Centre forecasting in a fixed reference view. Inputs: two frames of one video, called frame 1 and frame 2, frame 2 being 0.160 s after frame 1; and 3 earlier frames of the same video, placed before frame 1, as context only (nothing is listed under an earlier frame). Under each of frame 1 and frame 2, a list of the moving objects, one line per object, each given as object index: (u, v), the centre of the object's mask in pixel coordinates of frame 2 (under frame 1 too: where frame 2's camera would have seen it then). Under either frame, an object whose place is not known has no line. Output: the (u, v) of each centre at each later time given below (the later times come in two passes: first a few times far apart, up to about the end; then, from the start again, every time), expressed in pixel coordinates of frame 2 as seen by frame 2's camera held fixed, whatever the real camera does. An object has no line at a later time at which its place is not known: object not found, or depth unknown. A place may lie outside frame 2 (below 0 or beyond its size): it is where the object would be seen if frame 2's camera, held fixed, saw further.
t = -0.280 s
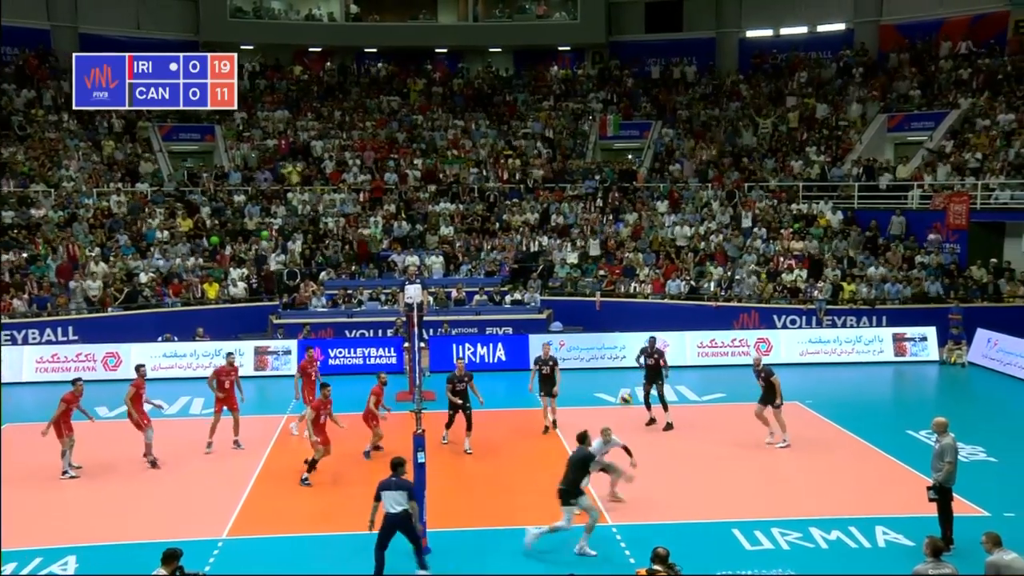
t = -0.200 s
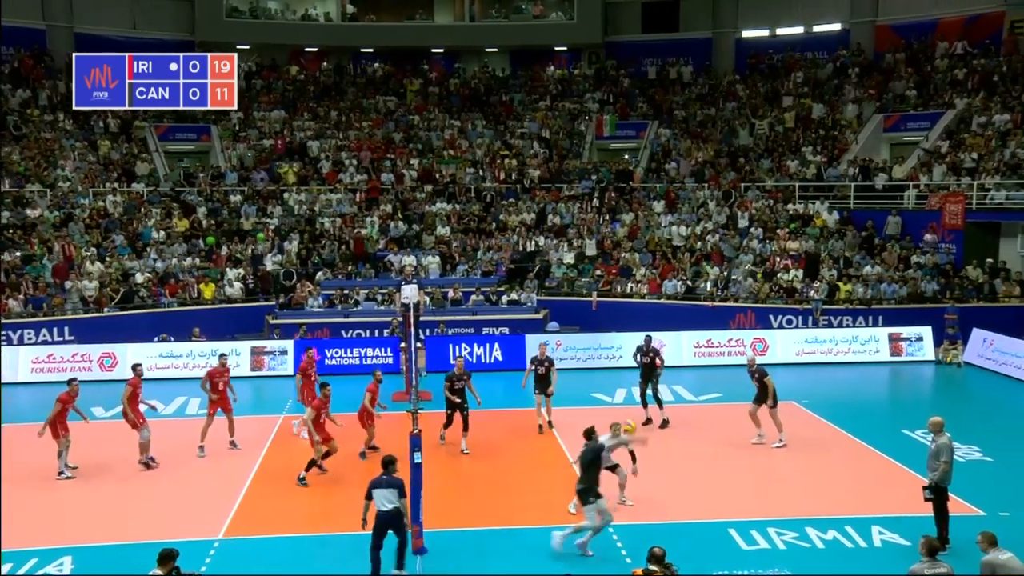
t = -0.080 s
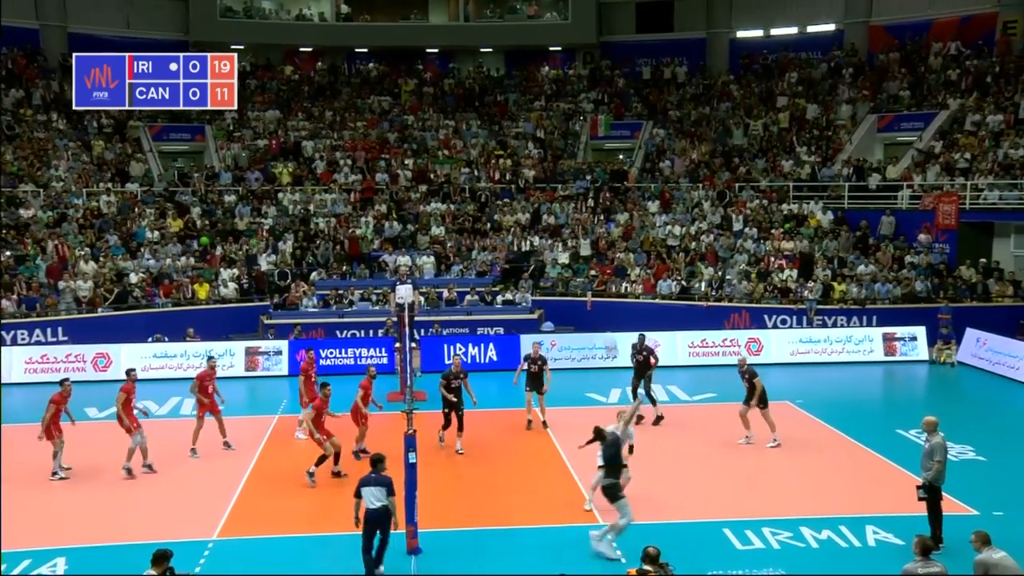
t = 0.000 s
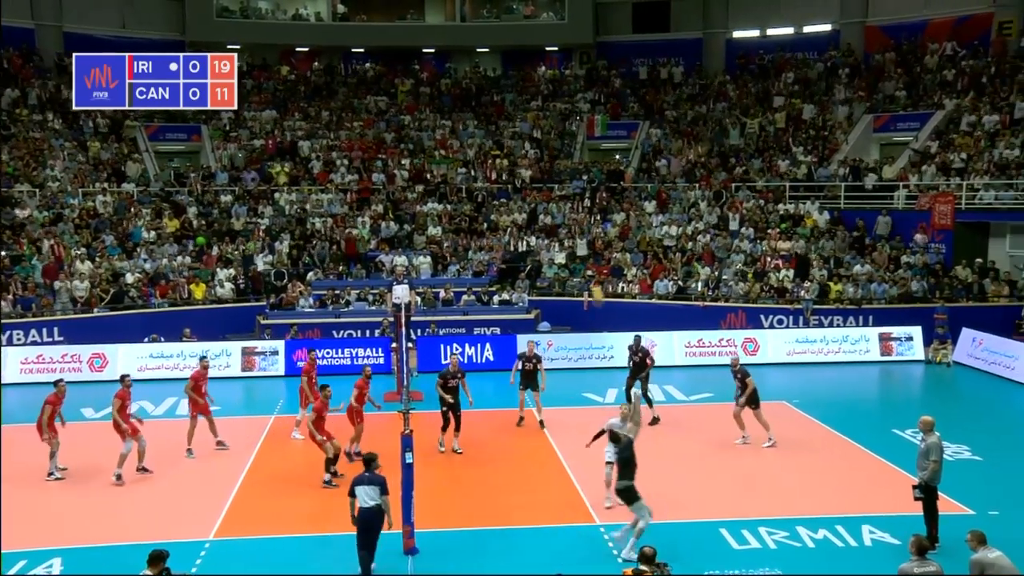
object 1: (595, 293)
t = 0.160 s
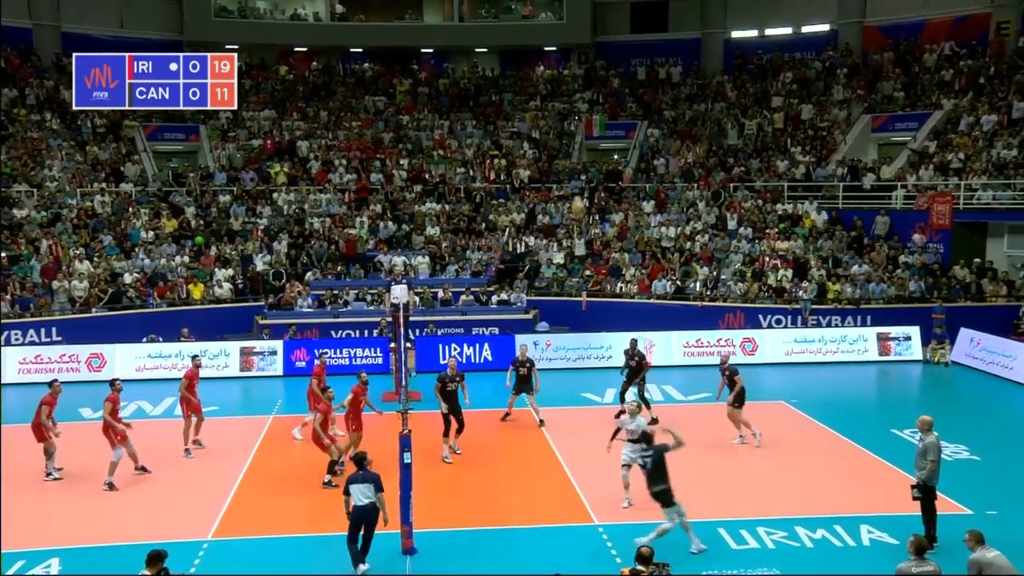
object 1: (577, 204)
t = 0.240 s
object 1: (569, 168)
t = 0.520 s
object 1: (541, 81)
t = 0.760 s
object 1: (518, 50)
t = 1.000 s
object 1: (499, 54)
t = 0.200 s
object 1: (573, 186)
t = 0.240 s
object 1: (569, 168)
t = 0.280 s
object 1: (565, 151)
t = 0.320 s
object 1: (560, 136)
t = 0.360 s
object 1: (555, 121)
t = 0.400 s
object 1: (552, 110)
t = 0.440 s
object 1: (548, 100)
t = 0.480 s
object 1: (544, 90)
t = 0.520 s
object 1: (541, 81)
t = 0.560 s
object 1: (537, 72)
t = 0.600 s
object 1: (532, 64)
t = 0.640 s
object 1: (529, 60)
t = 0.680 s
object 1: (525, 56)
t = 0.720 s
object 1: (523, 52)
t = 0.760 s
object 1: (518, 50)
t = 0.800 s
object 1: (514, 48)
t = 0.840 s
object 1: (511, 47)
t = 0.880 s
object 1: (507, 48)
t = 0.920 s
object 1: (504, 49)
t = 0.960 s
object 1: (502, 51)
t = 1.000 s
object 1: (499, 54)
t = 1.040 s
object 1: (498, 57)
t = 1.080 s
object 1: (495, 61)
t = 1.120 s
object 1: (492, 67)
